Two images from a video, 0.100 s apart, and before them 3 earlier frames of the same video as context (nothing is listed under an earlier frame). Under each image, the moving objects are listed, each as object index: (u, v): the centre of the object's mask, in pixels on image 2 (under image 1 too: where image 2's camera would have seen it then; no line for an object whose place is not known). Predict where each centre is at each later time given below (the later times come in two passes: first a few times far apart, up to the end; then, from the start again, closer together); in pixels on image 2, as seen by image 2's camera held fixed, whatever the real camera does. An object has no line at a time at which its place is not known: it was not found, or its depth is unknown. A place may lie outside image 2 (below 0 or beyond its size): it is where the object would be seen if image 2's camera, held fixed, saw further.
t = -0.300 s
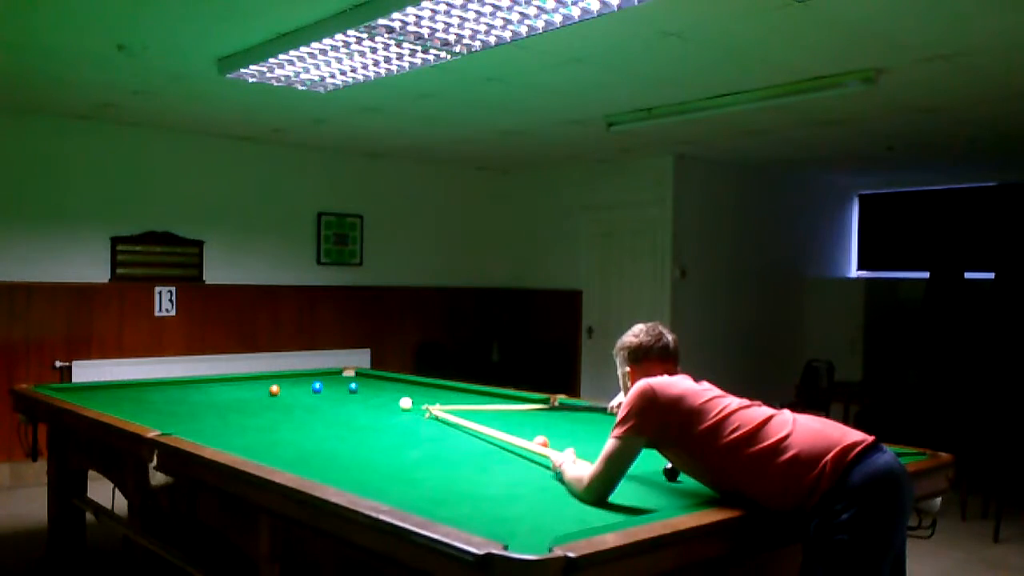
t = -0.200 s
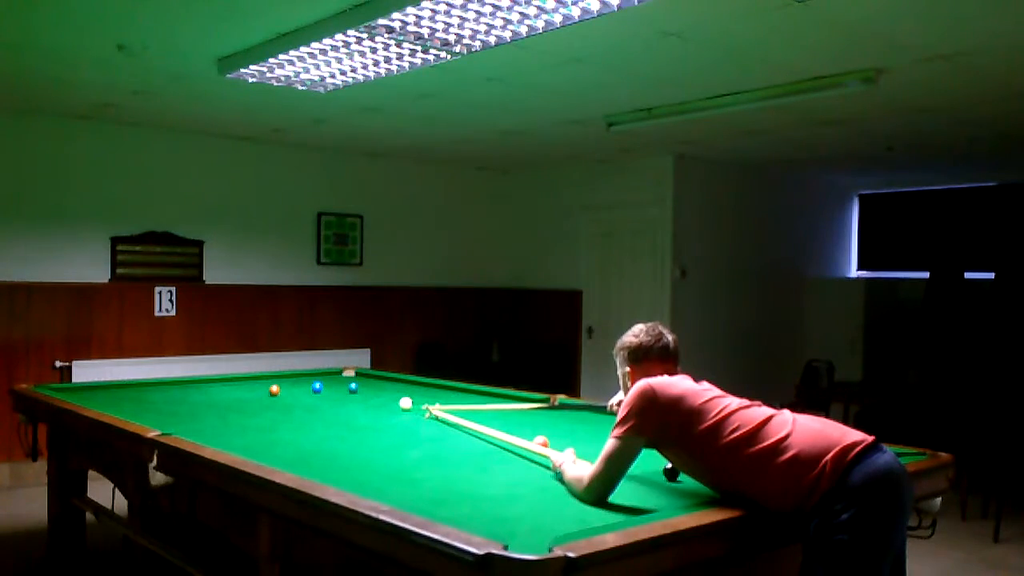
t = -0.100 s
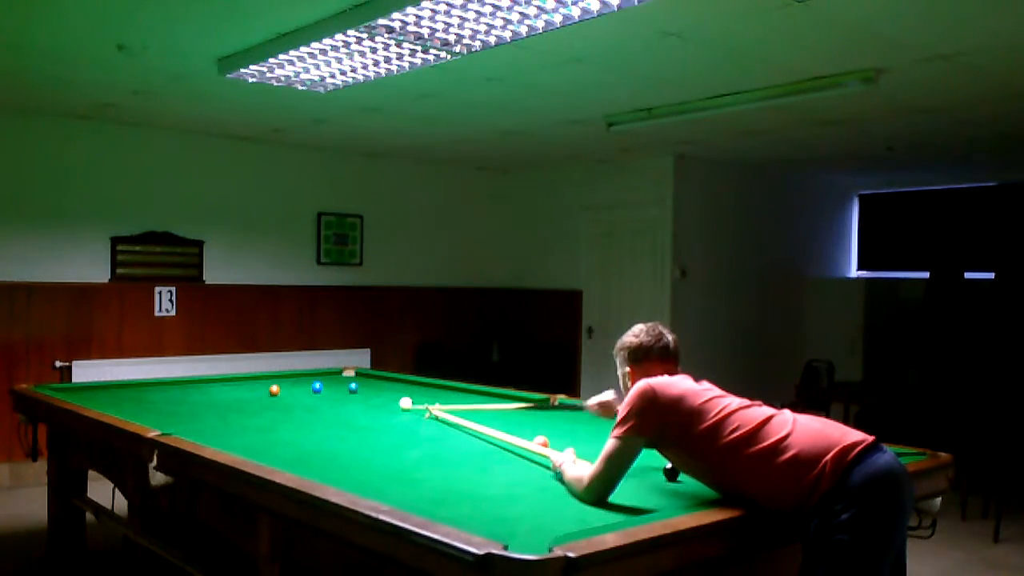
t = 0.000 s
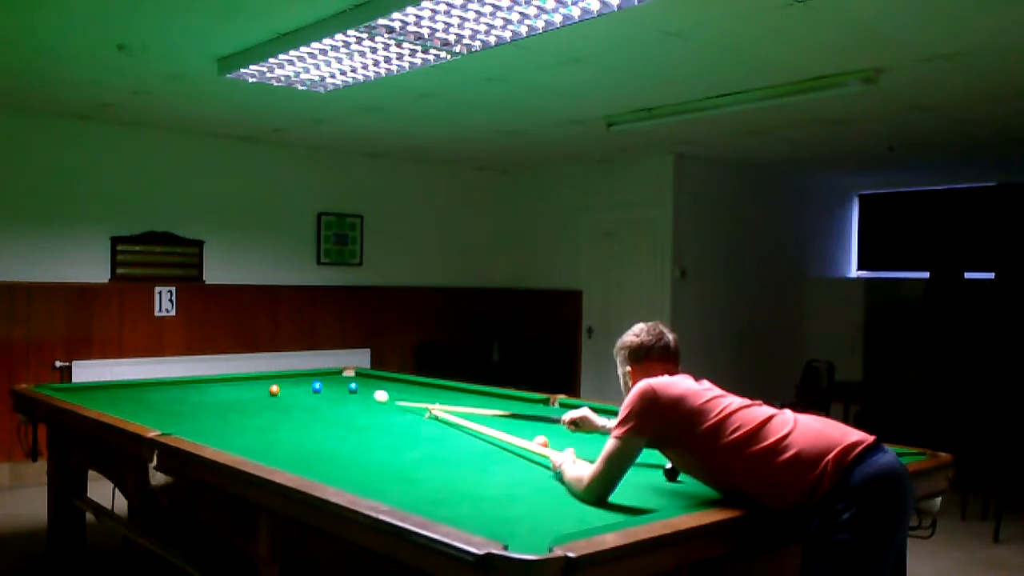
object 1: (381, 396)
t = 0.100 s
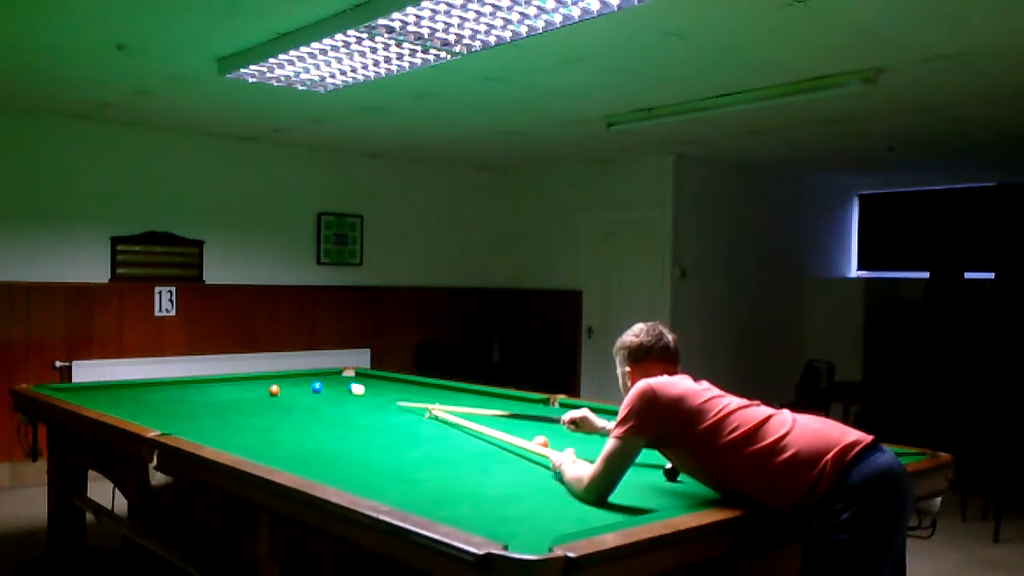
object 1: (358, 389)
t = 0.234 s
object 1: (334, 388)
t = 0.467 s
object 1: (307, 389)
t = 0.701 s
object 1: (283, 391)
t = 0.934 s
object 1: (259, 392)
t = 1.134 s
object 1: (239, 394)
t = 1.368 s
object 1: (216, 395)
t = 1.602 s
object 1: (192, 397)
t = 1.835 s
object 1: (170, 399)
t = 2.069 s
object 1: (148, 400)
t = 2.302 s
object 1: (126, 402)
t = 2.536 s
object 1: (105, 402)
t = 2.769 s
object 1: (103, 402)
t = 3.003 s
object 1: (115, 402)
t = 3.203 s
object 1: (124, 401)
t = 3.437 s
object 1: (134, 400)
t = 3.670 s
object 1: (143, 399)
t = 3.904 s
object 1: (150, 399)
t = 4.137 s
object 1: (156, 398)
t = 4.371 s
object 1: (161, 398)
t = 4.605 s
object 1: (165, 397)
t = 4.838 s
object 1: (168, 397)
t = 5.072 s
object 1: (170, 397)
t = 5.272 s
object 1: (171, 397)
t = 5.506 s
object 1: (171, 397)
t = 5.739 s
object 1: (171, 396)
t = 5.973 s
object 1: (171, 397)
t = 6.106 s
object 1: (172, 394)
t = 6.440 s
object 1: (171, 397)
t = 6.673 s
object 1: (171, 397)
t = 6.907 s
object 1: (171, 397)
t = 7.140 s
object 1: (171, 397)
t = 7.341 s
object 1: (171, 397)
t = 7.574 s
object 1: (171, 397)
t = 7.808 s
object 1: (171, 397)
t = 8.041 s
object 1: (171, 397)
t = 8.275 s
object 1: (171, 397)
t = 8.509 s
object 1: (171, 397)
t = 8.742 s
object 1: (171, 397)
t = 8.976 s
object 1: (171, 397)
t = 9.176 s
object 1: (171, 397)
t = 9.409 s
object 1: (171, 397)
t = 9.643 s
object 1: (171, 397)
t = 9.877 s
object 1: (171, 397)
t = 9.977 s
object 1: (171, 397)
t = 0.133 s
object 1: (351, 388)
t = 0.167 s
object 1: (345, 388)
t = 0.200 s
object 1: (340, 388)
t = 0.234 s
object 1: (334, 388)
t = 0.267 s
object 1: (329, 388)
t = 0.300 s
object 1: (325, 388)
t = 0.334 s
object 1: (321, 388)
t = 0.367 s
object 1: (317, 388)
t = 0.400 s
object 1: (314, 388)
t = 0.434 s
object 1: (310, 389)
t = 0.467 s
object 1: (307, 389)
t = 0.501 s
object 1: (304, 389)
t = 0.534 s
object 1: (300, 390)
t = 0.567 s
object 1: (297, 390)
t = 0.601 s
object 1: (293, 390)
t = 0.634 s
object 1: (290, 390)
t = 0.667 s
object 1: (287, 390)
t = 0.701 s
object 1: (283, 391)
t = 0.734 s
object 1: (280, 391)
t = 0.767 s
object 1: (276, 391)
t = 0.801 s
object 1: (273, 391)
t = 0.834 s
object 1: (270, 391)
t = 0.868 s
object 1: (266, 392)
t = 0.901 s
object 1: (262, 392)
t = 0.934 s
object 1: (259, 392)
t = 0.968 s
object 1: (256, 393)
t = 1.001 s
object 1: (253, 393)
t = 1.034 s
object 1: (249, 393)
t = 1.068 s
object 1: (246, 393)
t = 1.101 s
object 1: (242, 394)
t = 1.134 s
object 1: (239, 394)
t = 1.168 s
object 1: (236, 394)
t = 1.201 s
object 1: (232, 394)
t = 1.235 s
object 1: (229, 394)
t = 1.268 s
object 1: (226, 394)
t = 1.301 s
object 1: (222, 395)
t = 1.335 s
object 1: (219, 395)
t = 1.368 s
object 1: (216, 395)
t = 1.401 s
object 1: (212, 395)
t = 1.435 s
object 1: (209, 396)
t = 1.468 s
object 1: (206, 396)
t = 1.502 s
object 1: (202, 396)
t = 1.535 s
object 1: (199, 397)
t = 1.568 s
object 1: (196, 397)
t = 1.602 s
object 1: (192, 397)
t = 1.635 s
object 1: (189, 397)
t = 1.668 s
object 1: (186, 398)
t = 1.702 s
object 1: (183, 398)
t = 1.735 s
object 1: (179, 398)
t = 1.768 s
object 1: (176, 398)
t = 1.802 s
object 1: (173, 398)
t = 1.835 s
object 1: (170, 399)
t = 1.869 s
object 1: (167, 399)
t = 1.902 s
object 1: (163, 399)
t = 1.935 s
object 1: (160, 399)
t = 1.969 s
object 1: (157, 399)
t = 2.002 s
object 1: (154, 400)
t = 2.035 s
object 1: (151, 400)
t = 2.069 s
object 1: (148, 400)
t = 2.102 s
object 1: (144, 400)
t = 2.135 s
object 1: (141, 401)
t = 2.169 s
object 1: (138, 401)
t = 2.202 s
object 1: (135, 401)
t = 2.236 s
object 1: (132, 401)
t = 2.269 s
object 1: (129, 401)
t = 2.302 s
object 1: (126, 402)
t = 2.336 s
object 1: (123, 402)
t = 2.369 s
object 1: (120, 402)
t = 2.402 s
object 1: (117, 402)
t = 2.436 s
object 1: (114, 402)
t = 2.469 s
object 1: (111, 402)
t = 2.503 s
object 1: (108, 402)
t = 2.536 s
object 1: (105, 402)
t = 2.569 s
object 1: (102, 403)
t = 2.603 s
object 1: (99, 402)
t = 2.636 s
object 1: (97, 402)
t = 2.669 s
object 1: (98, 402)
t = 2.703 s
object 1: (100, 402)
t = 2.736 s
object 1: (102, 402)
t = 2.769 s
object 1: (103, 402)
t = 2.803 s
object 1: (105, 402)
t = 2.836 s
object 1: (107, 402)
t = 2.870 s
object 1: (109, 402)
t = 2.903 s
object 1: (110, 402)
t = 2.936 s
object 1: (112, 402)
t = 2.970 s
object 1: (114, 402)
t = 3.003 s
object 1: (115, 402)
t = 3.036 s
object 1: (117, 402)
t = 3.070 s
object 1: (118, 402)
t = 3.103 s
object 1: (120, 401)
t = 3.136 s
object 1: (122, 401)
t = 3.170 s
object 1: (123, 401)
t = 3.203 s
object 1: (124, 401)
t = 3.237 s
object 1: (126, 401)
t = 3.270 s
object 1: (127, 401)
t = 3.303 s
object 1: (129, 401)
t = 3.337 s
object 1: (130, 401)
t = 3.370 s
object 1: (131, 400)
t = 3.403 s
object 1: (133, 400)
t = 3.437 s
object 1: (134, 400)
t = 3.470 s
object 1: (135, 400)
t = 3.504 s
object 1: (137, 400)
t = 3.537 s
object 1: (138, 400)
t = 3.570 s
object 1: (139, 400)
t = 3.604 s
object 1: (140, 399)
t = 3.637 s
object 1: (142, 399)
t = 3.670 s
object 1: (143, 399)
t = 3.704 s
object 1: (144, 399)
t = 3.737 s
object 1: (145, 399)
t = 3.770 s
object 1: (146, 399)
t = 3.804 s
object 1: (147, 399)
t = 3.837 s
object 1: (148, 399)
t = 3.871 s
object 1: (149, 399)
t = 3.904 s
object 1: (150, 399)
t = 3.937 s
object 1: (151, 399)
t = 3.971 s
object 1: (152, 399)
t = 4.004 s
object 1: (153, 398)
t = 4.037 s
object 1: (154, 398)
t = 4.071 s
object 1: (154, 398)
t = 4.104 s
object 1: (155, 398)
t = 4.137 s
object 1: (156, 398)
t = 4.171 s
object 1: (157, 398)
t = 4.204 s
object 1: (158, 398)
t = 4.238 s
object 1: (158, 398)
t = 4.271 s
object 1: (159, 398)
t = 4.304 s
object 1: (160, 398)
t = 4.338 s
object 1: (161, 398)
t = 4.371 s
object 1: (161, 398)
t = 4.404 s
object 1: (162, 397)
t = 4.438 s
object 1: (162, 398)
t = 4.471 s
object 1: (163, 397)
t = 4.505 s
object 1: (163, 397)
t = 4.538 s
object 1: (164, 397)
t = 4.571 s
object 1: (165, 397)
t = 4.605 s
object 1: (165, 397)
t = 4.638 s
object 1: (166, 397)
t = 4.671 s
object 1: (166, 397)
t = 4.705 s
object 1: (166, 397)
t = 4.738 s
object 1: (167, 397)
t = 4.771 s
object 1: (167, 397)
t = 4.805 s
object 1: (168, 397)
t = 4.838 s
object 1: (168, 397)
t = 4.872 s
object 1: (168, 397)
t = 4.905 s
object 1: (169, 397)
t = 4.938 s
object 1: (169, 397)
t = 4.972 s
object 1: (169, 397)
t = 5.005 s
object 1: (169, 397)
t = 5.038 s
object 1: (170, 397)
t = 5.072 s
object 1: (170, 397)
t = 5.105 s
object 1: (170, 397)
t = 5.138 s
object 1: (170, 397)
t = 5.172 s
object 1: (170, 397)
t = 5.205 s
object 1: (170, 397)
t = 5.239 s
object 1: (171, 397)
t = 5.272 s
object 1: (171, 397)
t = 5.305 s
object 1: (171, 397)
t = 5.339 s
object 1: (171, 397)
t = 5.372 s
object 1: (171, 397)
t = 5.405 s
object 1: (171, 397)
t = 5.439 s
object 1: (171, 397)
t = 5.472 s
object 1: (171, 397)
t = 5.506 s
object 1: (171, 397)
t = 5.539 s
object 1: (171, 397)
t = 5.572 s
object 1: (171, 397)
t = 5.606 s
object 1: (171, 397)
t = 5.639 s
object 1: (171, 397)
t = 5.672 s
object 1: (171, 397)
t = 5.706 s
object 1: (171, 397)
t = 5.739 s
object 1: (171, 396)
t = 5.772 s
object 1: (171, 397)
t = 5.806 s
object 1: (171, 397)
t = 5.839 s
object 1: (171, 397)
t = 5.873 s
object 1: (171, 397)
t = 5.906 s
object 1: (171, 397)
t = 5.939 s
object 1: (171, 397)
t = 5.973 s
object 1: (171, 397)
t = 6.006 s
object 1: (171, 397)
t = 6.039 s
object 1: (169, 398)
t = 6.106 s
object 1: (172, 394)
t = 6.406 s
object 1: (171, 396)
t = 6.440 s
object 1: (171, 397)
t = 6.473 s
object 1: (171, 397)
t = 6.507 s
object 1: (171, 397)
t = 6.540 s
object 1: (171, 397)
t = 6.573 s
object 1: (171, 397)
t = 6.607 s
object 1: (171, 397)
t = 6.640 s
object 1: (171, 397)
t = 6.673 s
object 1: (171, 397)
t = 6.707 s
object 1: (171, 397)
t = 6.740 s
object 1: (171, 397)
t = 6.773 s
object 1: (171, 397)
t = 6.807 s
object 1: (171, 397)
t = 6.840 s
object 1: (171, 397)
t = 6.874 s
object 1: (171, 397)
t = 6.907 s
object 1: (171, 397)
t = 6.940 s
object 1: (171, 396)
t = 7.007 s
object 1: (171, 396)
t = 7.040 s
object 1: (171, 396)
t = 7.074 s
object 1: (171, 396)
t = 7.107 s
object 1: (171, 397)
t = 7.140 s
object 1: (171, 397)
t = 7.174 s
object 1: (171, 397)
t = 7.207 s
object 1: (171, 397)
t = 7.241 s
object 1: (171, 397)
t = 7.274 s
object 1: (171, 397)
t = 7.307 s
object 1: (171, 397)
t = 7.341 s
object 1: (171, 397)
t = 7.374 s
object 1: (171, 397)
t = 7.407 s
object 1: (171, 397)
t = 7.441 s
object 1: (171, 397)
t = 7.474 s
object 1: (171, 397)
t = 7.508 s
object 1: (171, 397)
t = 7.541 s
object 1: (171, 397)
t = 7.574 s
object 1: (171, 397)
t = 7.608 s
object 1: (171, 397)
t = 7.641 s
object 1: (171, 397)
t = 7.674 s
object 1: (171, 397)
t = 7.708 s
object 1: (171, 397)
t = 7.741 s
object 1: (171, 397)
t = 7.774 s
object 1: (171, 397)
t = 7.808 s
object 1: (171, 397)
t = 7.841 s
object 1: (171, 397)
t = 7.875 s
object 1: (171, 397)
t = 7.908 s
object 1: (171, 397)
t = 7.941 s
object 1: (171, 397)
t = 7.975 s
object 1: (171, 397)
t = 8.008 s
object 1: (171, 397)
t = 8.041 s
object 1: (171, 397)
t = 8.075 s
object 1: (171, 397)
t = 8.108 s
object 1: (171, 397)
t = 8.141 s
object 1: (171, 397)
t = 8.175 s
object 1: (171, 397)
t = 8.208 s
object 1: (171, 397)
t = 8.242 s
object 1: (171, 397)
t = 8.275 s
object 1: (171, 397)
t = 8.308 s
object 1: (171, 397)
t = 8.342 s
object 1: (171, 397)
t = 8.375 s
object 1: (171, 397)
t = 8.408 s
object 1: (171, 397)
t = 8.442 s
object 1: (171, 397)
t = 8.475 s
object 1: (171, 397)
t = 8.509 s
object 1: (171, 397)
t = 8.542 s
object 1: (171, 397)
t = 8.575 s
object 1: (171, 397)
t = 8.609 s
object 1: (171, 397)
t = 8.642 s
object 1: (171, 397)
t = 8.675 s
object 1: (171, 397)
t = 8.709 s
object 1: (171, 397)
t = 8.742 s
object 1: (171, 397)
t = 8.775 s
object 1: (171, 397)
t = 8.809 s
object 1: (171, 397)
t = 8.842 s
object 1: (171, 397)
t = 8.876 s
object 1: (171, 397)
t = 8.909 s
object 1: (171, 397)
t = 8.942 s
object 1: (171, 397)
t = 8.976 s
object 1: (171, 397)
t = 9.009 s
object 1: (171, 397)
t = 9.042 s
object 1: (171, 397)
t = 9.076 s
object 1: (171, 397)
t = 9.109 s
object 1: (171, 397)
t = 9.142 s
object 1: (171, 397)
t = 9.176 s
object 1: (171, 397)
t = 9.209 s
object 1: (171, 397)
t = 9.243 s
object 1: (171, 397)
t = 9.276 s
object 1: (171, 397)
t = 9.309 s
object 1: (171, 397)
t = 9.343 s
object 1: (171, 397)
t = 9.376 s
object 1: (171, 397)
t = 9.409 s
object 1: (171, 397)
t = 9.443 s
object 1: (171, 397)
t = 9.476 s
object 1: (171, 397)
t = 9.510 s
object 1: (171, 397)
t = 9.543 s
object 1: (171, 397)
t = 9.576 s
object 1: (171, 397)
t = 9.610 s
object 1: (171, 397)
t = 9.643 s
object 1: (171, 397)
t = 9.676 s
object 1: (171, 397)
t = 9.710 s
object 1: (171, 397)
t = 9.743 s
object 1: (171, 397)
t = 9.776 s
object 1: (171, 397)
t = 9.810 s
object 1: (171, 397)
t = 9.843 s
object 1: (171, 397)
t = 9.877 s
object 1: (171, 397)
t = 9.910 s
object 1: (171, 397)
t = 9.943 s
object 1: (171, 397)
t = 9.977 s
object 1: (171, 397)
